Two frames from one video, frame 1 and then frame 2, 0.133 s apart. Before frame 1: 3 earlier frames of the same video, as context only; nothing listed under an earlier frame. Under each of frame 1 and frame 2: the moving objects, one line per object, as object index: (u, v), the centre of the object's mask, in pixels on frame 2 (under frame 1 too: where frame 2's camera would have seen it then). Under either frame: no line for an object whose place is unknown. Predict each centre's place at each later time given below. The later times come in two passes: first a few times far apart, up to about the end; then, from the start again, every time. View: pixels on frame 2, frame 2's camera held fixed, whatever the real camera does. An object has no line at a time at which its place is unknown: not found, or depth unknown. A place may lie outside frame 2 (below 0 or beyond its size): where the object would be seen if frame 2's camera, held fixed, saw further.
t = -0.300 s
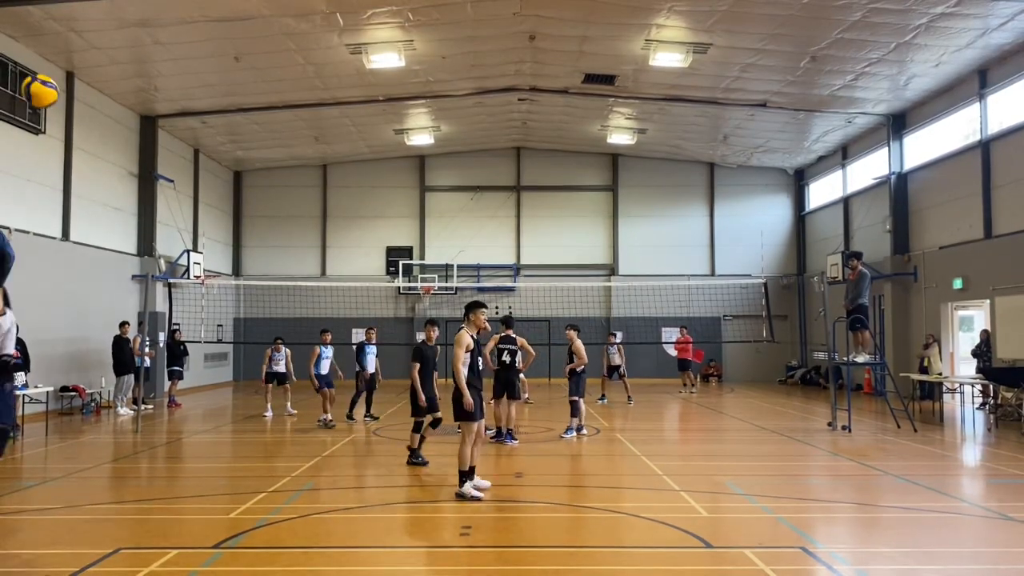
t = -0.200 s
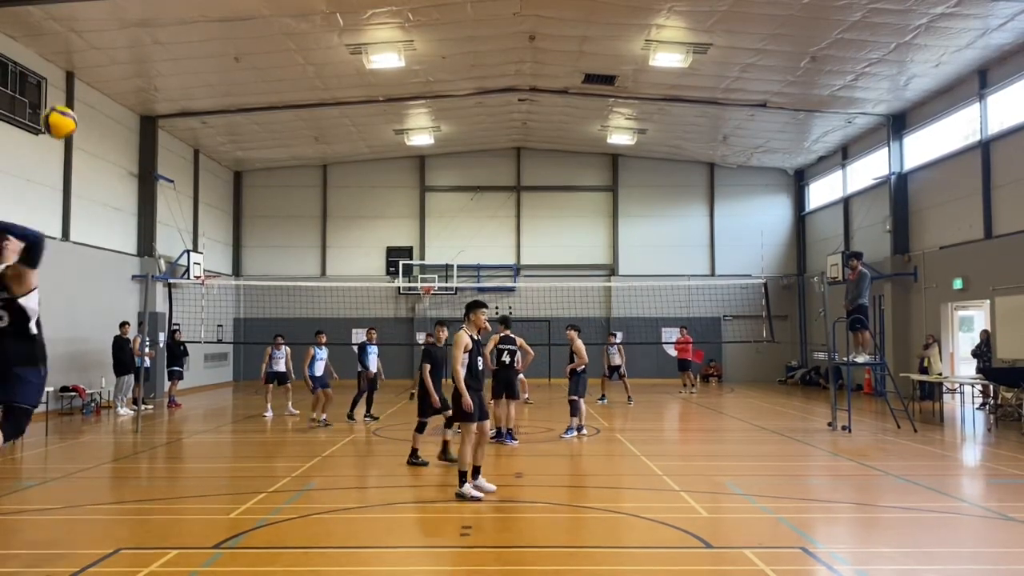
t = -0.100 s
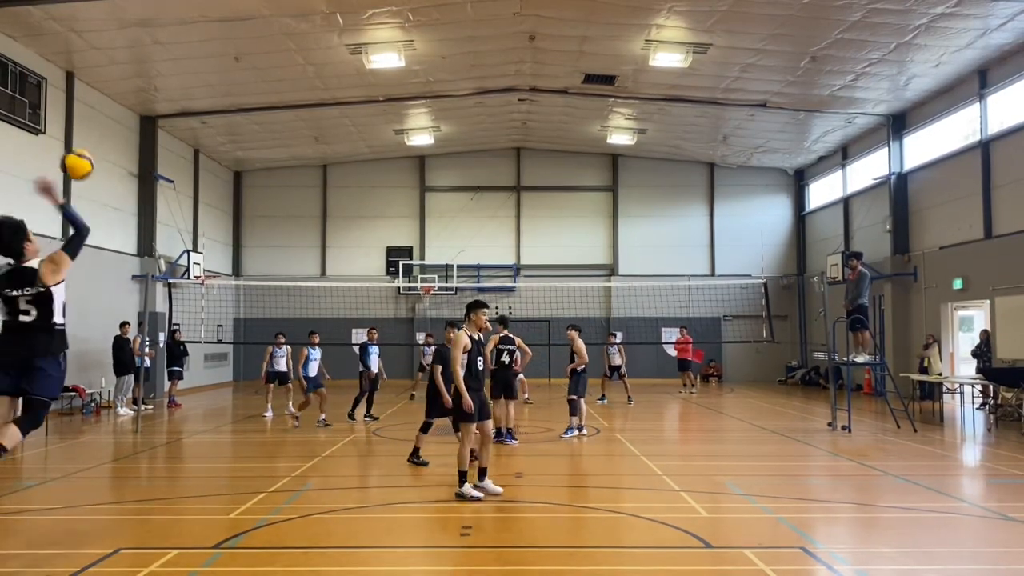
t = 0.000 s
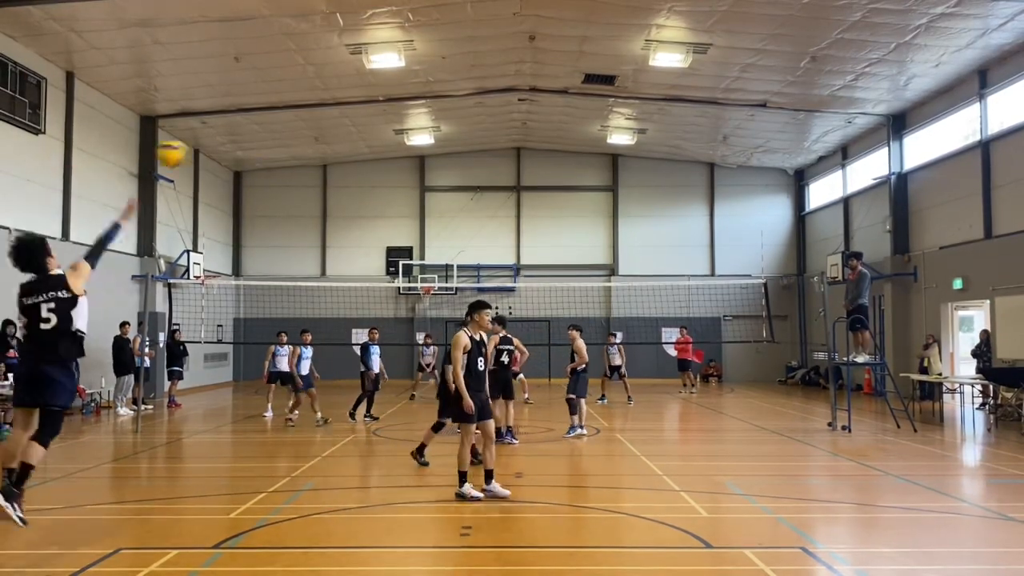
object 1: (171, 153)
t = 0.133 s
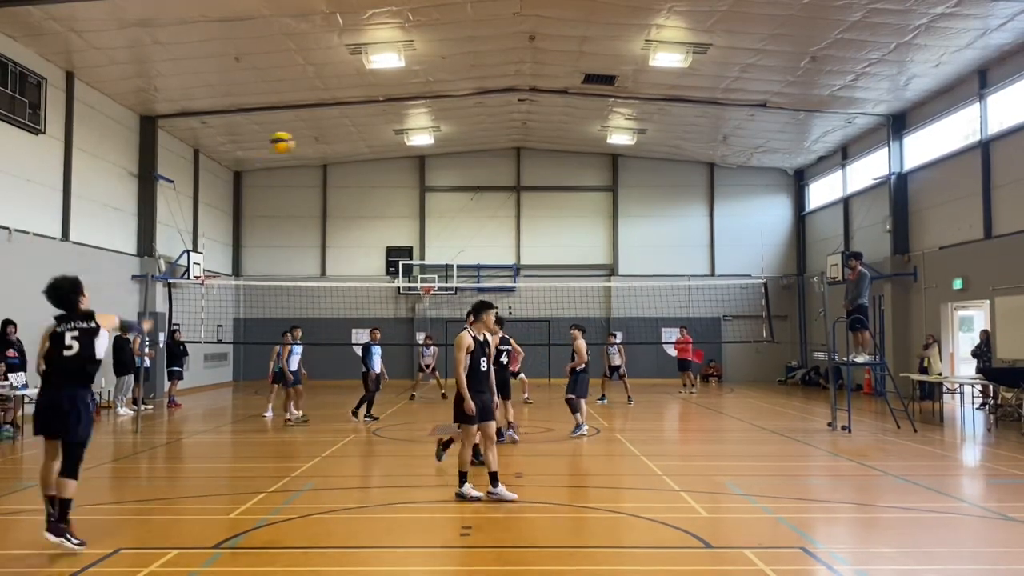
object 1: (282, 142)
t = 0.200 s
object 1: (324, 144)
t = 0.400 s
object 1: (418, 172)
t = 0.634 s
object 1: (492, 223)
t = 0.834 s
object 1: (535, 272)
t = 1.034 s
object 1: (567, 330)
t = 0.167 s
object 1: (304, 143)
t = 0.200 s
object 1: (324, 144)
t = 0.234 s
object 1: (343, 148)
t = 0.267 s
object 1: (360, 152)
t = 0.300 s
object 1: (376, 156)
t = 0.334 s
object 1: (392, 161)
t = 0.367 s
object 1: (405, 166)
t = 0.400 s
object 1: (418, 172)
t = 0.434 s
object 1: (431, 179)
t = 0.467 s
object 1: (443, 185)
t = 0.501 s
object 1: (454, 193)
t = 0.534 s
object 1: (464, 201)
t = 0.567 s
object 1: (473, 208)
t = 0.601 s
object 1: (483, 215)
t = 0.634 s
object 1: (492, 223)
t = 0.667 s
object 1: (499, 231)
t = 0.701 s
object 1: (507, 239)
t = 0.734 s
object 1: (515, 247)
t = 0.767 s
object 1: (521, 256)
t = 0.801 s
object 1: (529, 264)
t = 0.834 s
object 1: (535, 272)
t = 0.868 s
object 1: (541, 280)
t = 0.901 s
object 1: (547, 292)
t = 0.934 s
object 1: (552, 301)
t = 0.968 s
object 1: (557, 311)
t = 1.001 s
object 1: (563, 321)
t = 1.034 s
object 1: (567, 330)
